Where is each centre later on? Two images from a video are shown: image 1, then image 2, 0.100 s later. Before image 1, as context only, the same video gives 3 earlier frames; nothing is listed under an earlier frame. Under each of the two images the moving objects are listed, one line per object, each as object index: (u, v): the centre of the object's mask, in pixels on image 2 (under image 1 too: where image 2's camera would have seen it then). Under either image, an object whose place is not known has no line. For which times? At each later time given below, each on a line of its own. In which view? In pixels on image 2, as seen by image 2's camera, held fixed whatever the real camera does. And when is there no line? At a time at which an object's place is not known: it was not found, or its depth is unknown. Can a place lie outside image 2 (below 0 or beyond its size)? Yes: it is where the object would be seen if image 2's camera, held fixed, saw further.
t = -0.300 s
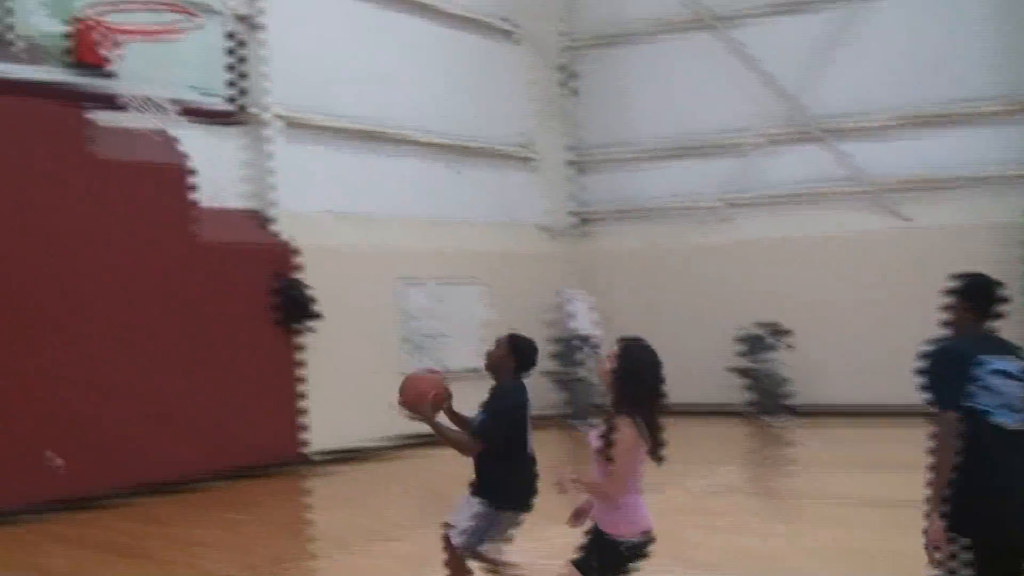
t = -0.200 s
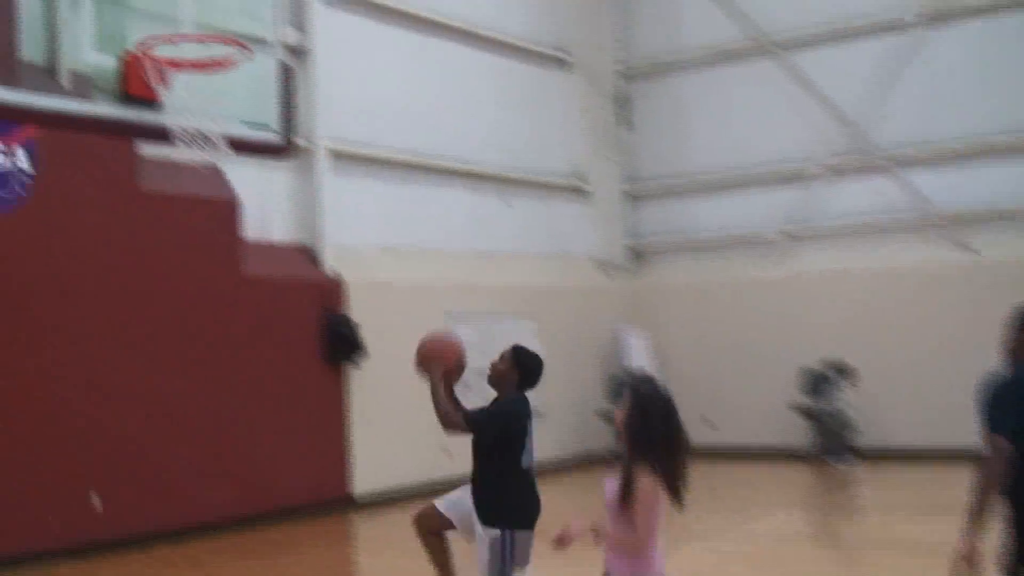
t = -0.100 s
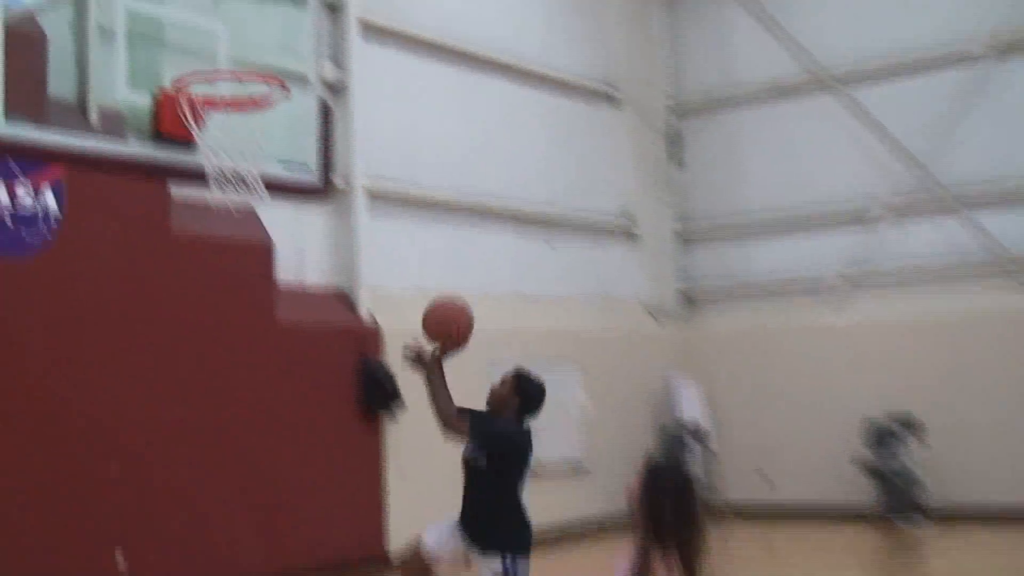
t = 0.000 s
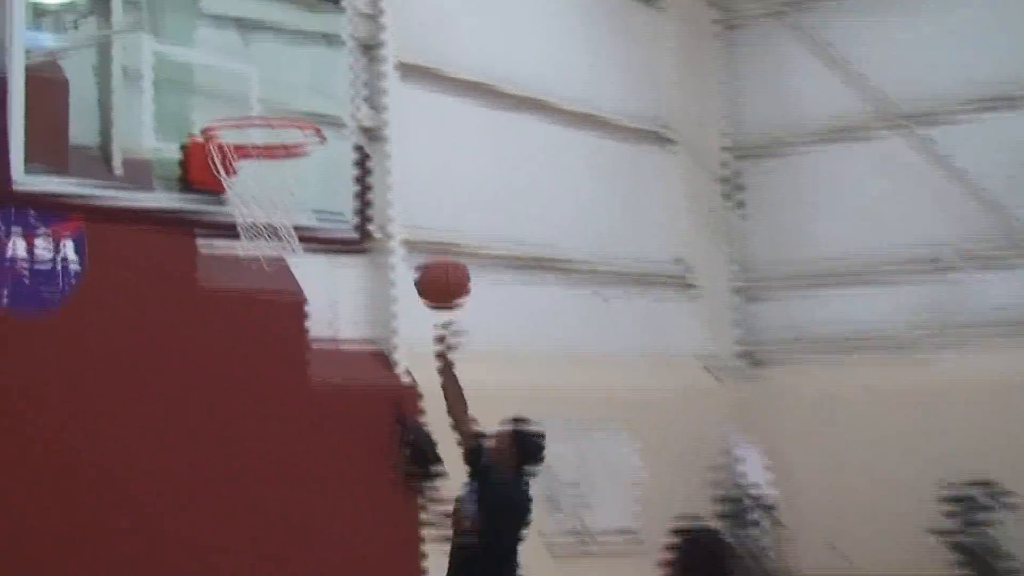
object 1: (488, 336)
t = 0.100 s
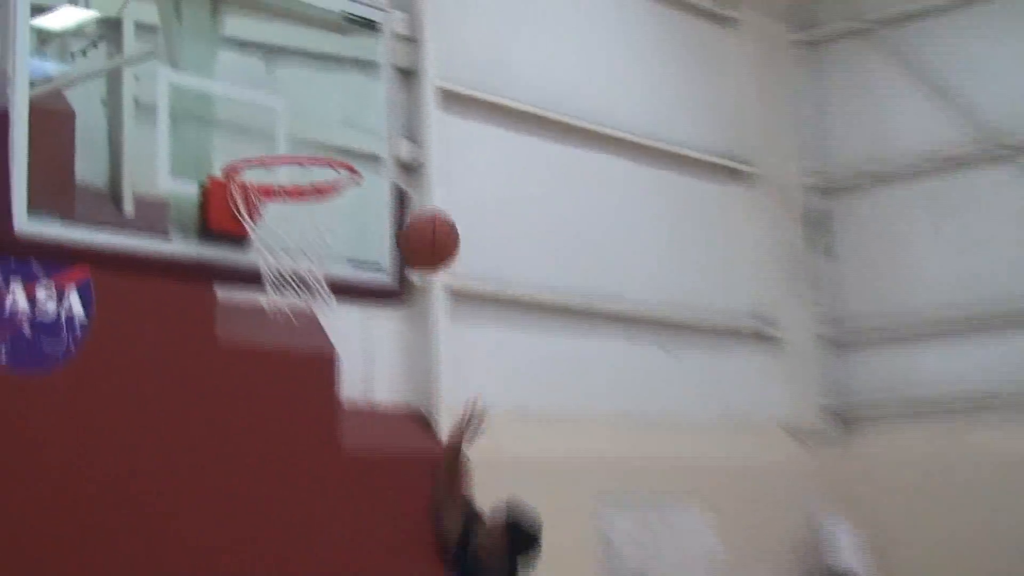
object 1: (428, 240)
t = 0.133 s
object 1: (407, 215)
